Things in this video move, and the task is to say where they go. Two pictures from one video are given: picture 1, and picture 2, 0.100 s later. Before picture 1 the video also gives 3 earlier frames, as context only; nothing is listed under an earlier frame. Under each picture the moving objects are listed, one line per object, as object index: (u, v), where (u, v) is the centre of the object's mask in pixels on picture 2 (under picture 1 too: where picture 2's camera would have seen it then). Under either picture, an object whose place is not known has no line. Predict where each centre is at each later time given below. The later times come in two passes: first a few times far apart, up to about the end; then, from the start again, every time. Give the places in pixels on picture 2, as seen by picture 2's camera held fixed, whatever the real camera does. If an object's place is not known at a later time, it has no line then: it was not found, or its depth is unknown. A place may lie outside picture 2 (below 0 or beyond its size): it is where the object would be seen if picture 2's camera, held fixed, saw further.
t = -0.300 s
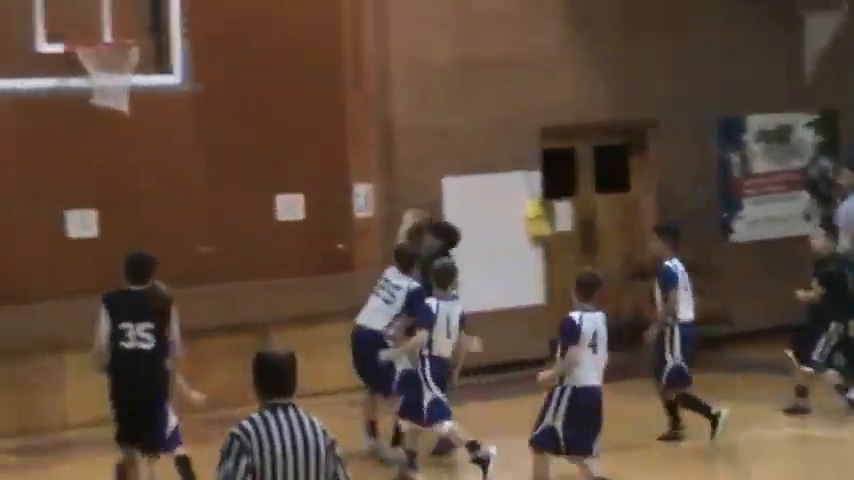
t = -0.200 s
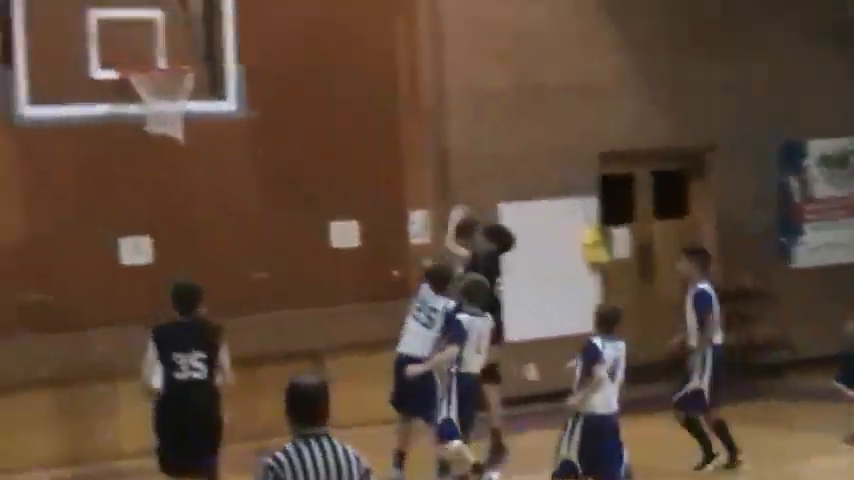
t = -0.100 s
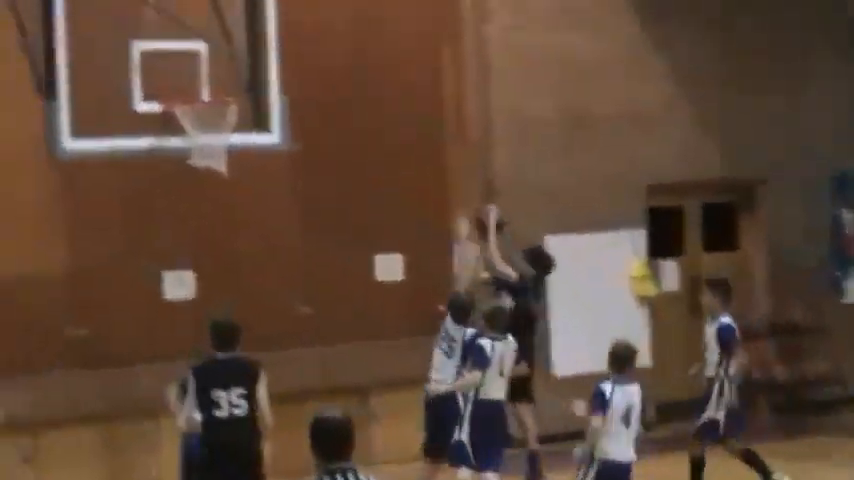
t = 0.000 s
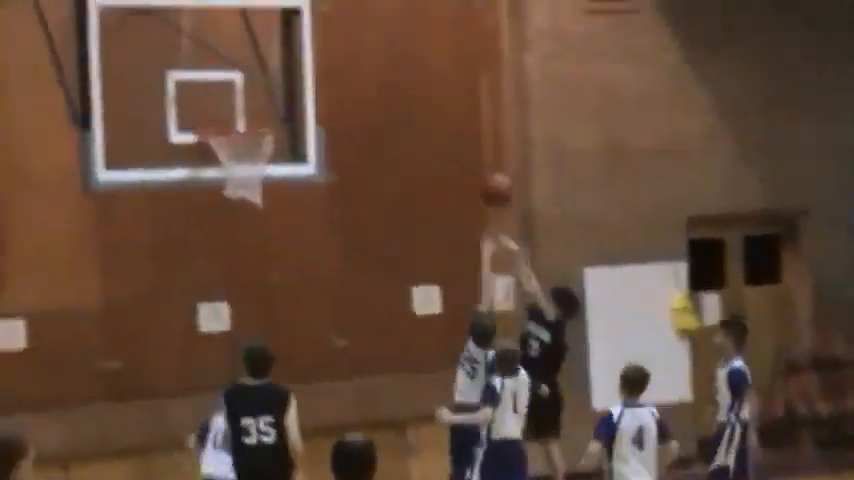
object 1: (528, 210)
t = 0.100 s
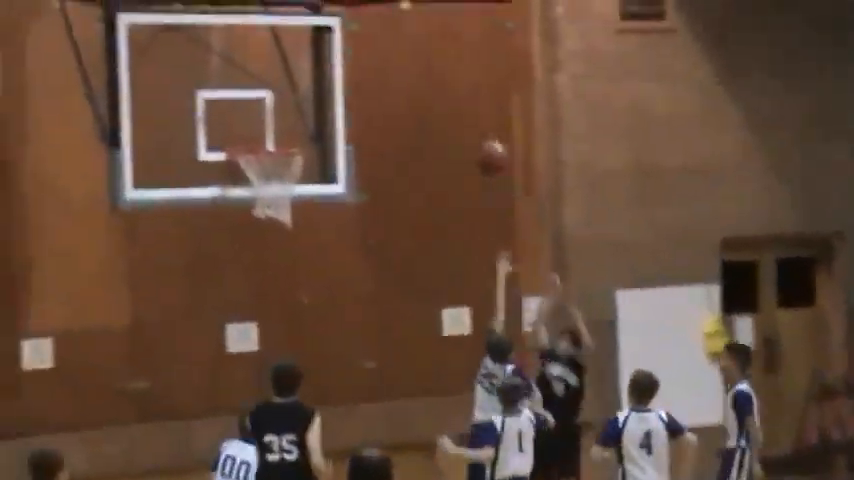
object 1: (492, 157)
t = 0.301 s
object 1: (420, 92)
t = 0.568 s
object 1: (325, 95)
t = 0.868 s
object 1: (243, 193)
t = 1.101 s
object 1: (251, 232)
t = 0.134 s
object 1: (480, 142)
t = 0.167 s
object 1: (467, 129)
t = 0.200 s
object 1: (455, 116)
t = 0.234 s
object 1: (444, 108)
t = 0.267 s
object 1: (432, 98)
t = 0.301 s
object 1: (420, 92)
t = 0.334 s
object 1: (408, 87)
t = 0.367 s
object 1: (396, 83)
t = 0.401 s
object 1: (385, 82)
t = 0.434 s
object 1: (373, 81)
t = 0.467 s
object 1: (361, 82)
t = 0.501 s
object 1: (349, 84)
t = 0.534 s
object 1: (338, 89)
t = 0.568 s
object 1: (325, 95)
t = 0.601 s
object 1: (314, 102)
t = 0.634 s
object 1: (303, 112)
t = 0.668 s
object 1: (293, 123)
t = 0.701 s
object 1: (280, 134)
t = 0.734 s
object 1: (267, 143)
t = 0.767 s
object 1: (260, 166)
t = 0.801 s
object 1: (249, 182)
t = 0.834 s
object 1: (244, 189)
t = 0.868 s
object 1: (243, 193)
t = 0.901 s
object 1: (242, 194)
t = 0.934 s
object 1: (243, 197)
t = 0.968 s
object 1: (244, 200)
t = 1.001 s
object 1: (245, 204)
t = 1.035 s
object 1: (247, 212)
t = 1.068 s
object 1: (252, 220)
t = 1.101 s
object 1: (251, 232)
